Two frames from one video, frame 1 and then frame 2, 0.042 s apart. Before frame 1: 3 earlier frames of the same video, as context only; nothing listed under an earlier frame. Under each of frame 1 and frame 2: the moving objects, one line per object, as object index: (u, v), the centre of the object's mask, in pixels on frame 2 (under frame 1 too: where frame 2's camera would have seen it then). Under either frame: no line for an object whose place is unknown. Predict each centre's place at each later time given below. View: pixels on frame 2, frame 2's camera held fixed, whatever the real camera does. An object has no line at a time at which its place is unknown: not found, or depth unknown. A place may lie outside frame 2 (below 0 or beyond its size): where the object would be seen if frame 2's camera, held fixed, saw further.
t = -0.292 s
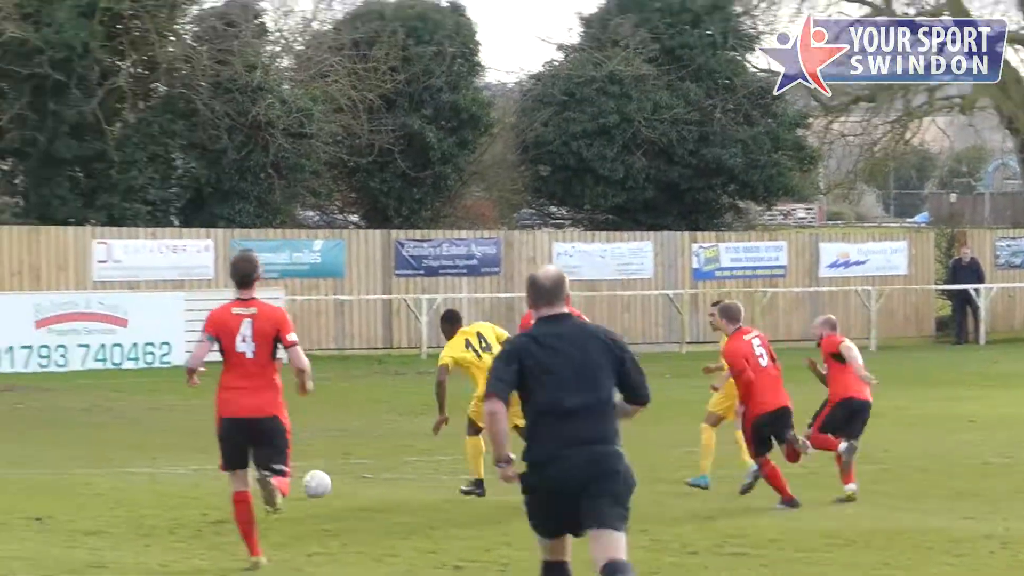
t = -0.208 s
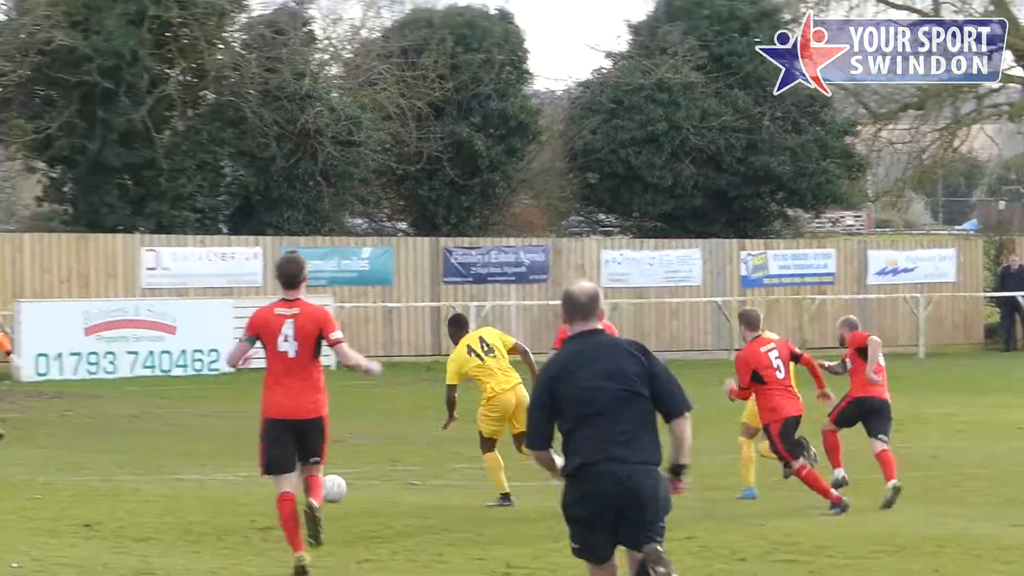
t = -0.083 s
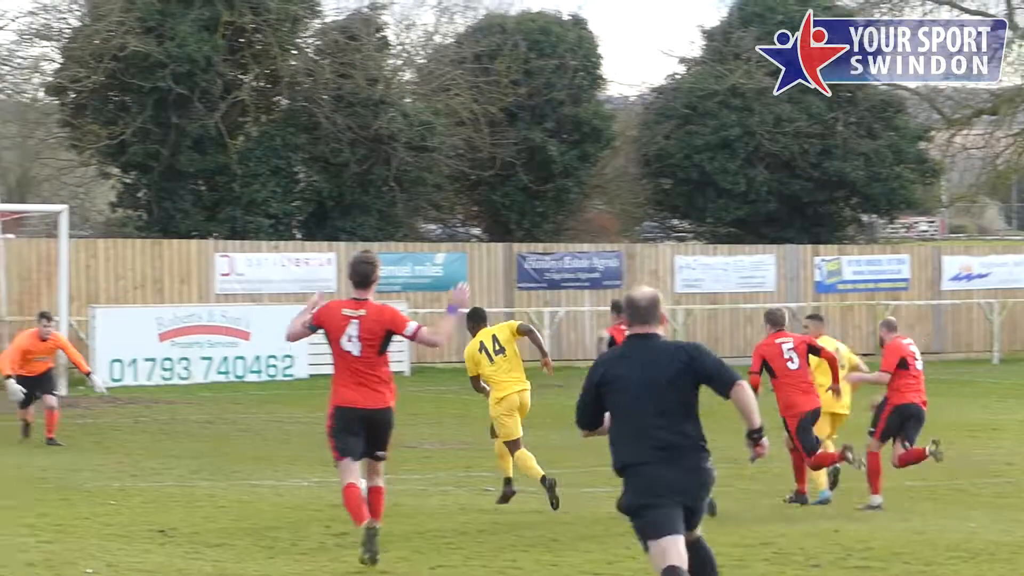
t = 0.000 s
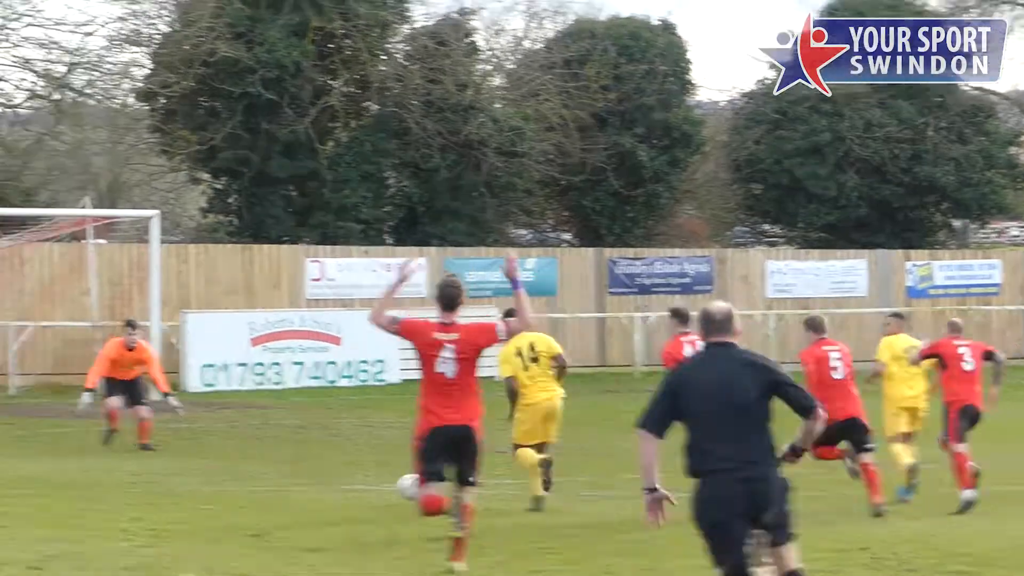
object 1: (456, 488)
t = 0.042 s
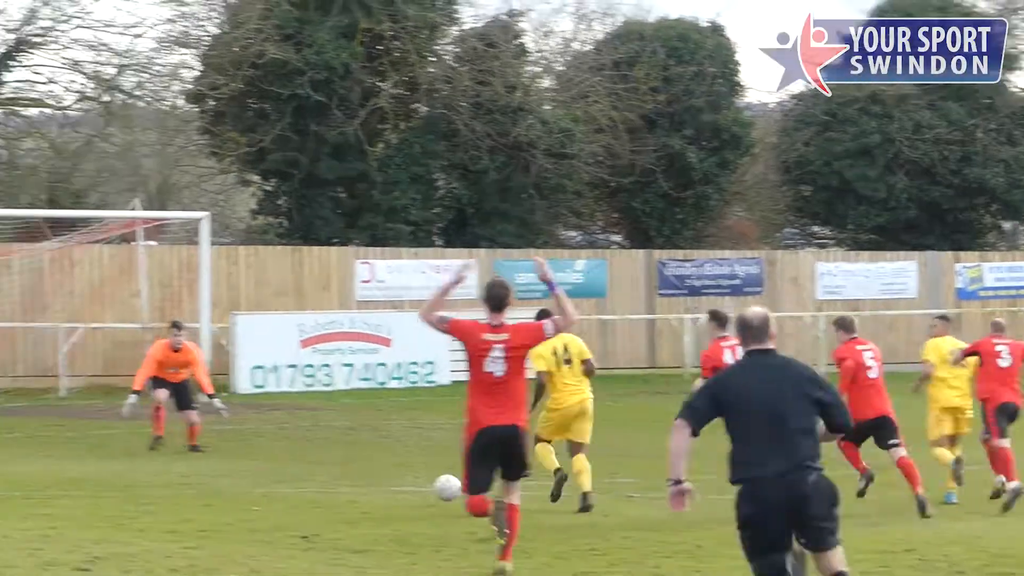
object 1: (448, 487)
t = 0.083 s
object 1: (433, 489)
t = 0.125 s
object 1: (426, 491)
